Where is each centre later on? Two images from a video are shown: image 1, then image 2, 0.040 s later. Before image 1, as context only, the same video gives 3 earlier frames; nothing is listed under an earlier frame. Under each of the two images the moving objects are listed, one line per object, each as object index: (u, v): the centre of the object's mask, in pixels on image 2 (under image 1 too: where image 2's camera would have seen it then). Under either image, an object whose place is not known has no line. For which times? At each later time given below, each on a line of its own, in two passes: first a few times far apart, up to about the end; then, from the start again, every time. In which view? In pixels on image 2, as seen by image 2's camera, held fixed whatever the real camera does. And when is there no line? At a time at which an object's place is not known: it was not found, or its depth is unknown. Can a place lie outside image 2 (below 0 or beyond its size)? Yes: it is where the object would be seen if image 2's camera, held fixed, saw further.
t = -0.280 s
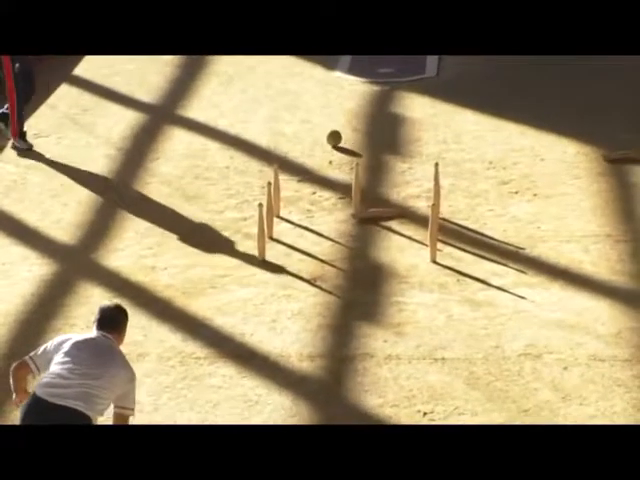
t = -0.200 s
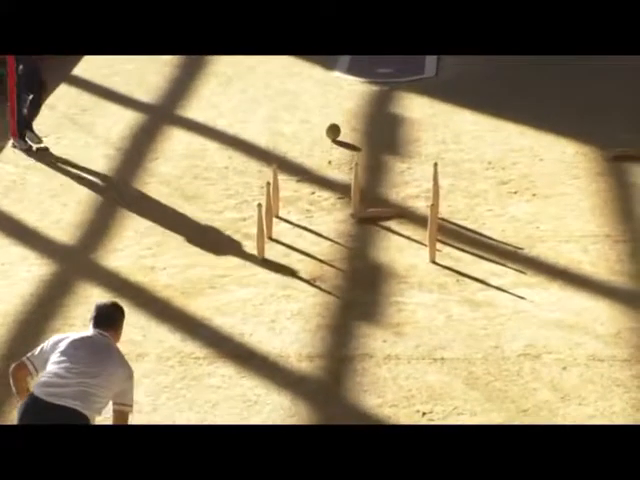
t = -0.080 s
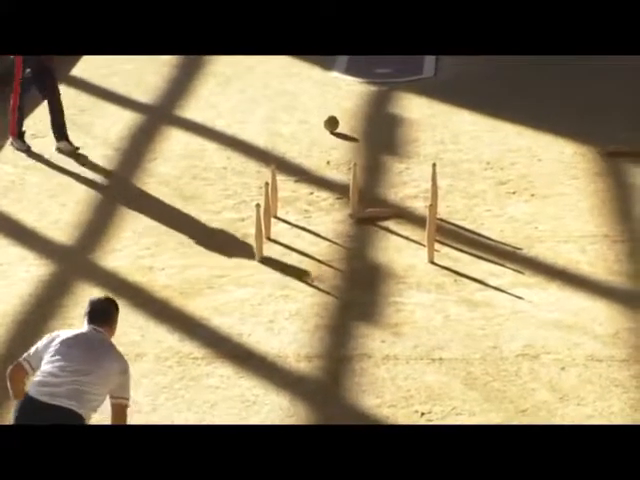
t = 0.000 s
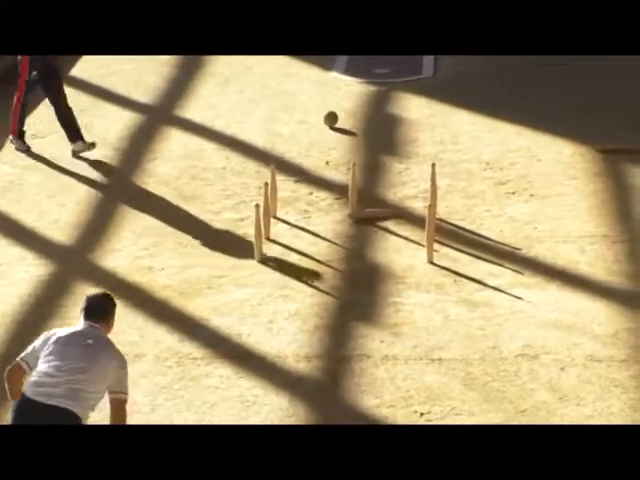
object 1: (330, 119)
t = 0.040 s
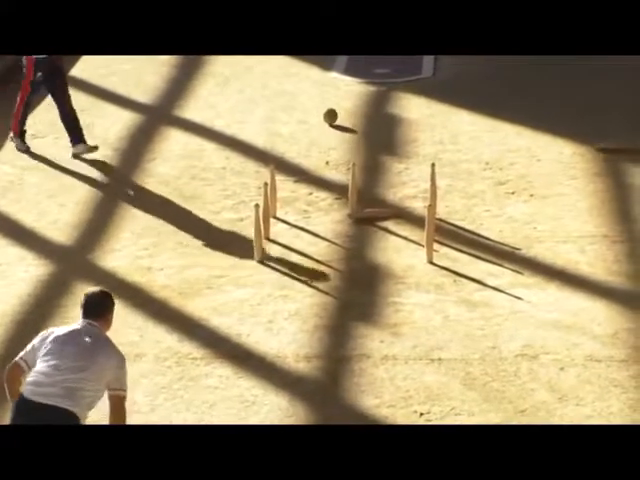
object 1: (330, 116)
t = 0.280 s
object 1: (329, 102)
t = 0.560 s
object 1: (327, 89)
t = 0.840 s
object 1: (327, 78)
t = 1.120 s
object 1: (327, 69)
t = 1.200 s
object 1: (326, 67)
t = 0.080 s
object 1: (330, 114)
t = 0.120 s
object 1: (330, 111)
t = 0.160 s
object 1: (330, 109)
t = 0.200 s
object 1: (330, 107)
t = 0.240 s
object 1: (329, 104)
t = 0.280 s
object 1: (329, 102)
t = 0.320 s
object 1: (329, 100)
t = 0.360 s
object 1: (328, 98)
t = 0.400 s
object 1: (328, 96)
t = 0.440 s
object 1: (328, 94)
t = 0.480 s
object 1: (328, 93)
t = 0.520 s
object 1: (327, 90)
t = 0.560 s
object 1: (327, 89)
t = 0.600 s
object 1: (327, 87)
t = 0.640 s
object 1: (327, 85)
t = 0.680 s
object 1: (327, 83)
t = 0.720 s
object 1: (327, 82)
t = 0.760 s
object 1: (327, 81)
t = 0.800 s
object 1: (327, 78)
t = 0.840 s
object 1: (327, 78)
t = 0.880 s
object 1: (327, 75)
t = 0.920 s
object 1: (327, 75)
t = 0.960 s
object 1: (328, 73)
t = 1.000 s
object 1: (327, 72)
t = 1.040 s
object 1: (327, 70)
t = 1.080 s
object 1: (328, 70)
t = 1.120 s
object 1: (327, 69)
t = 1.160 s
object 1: (327, 68)
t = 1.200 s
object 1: (326, 67)
